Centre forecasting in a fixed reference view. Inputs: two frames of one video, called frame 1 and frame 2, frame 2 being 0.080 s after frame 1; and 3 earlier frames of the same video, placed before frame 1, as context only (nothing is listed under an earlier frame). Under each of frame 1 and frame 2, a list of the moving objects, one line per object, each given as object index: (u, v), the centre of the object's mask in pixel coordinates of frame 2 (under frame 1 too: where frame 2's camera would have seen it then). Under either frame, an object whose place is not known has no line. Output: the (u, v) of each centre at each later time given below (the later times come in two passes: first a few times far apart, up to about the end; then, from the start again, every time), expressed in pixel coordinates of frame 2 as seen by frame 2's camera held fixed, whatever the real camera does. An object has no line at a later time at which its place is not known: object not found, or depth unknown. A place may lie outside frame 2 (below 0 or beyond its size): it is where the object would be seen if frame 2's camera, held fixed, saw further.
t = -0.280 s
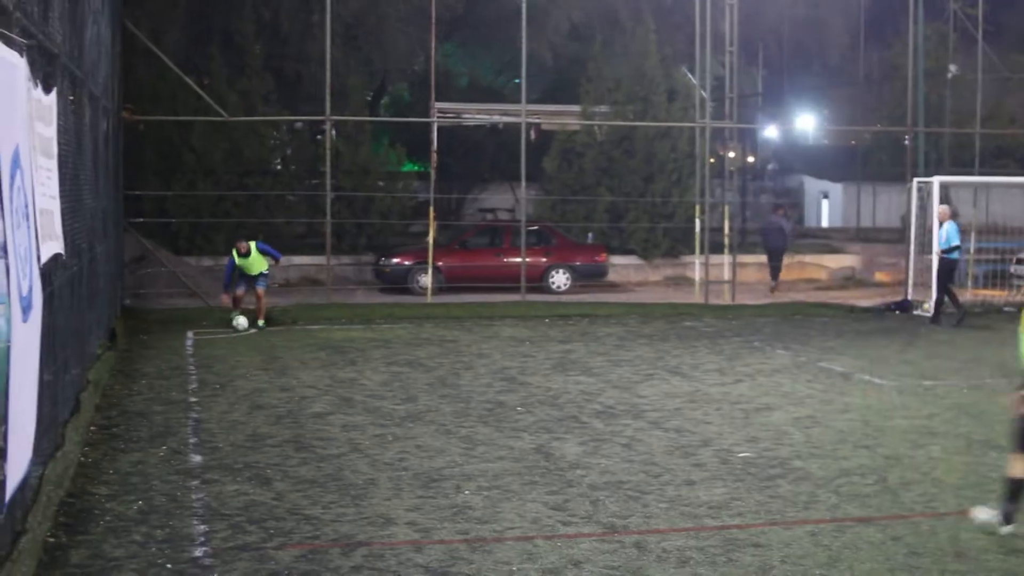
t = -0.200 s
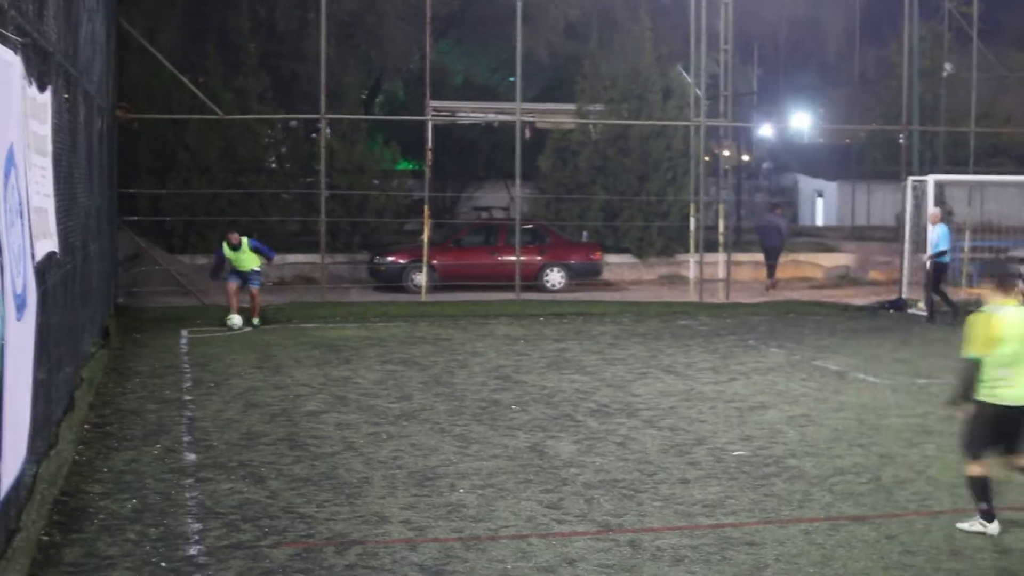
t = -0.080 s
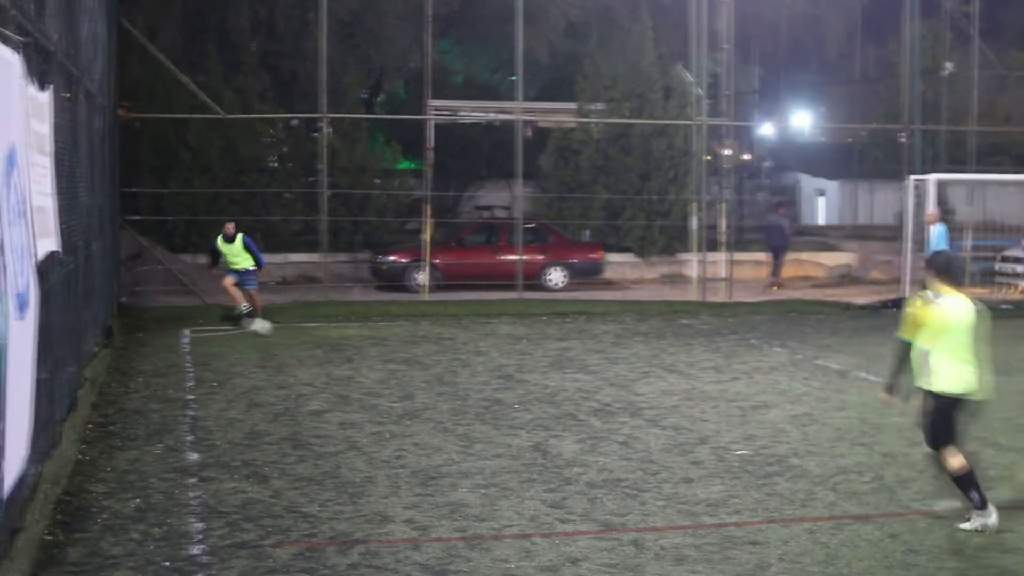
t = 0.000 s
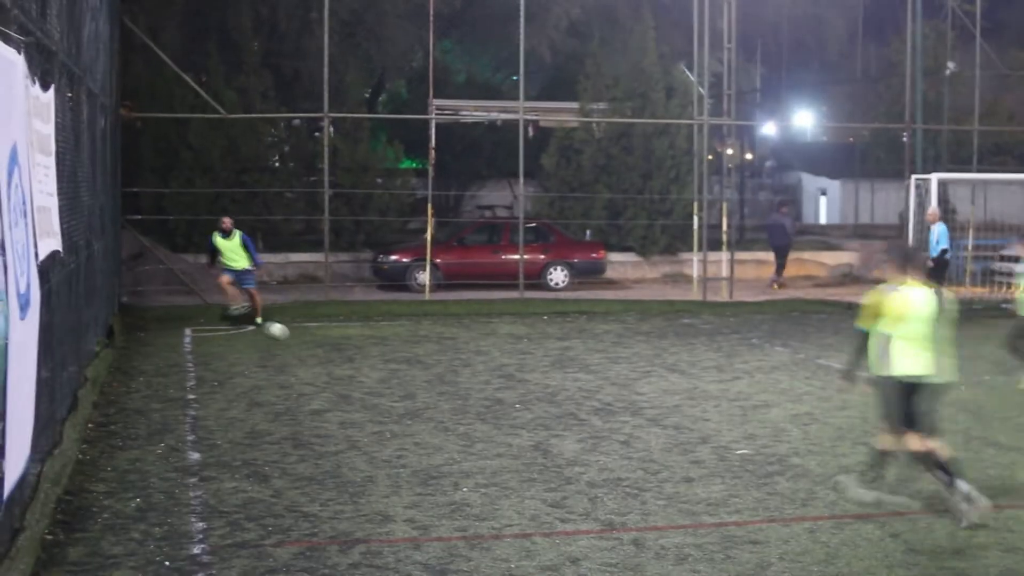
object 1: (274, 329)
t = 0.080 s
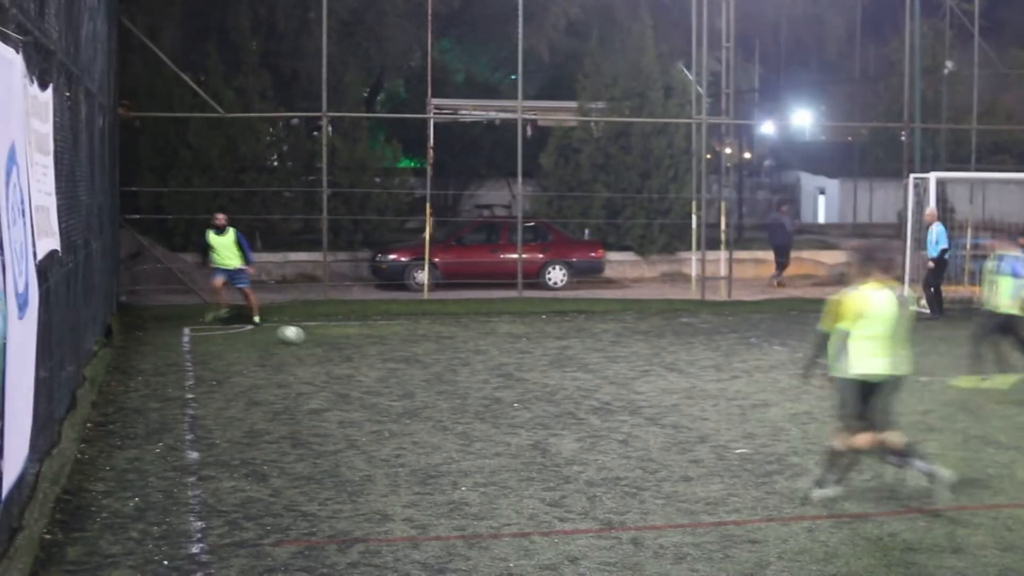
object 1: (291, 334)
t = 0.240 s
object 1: (321, 337)
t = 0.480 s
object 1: (363, 355)
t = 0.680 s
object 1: (398, 367)
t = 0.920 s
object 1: (443, 378)
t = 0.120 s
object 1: (299, 336)
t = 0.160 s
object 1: (307, 338)
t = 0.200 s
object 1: (315, 339)
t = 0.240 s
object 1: (321, 337)
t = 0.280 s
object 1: (328, 338)
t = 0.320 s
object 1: (335, 340)
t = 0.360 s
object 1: (342, 344)
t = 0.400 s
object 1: (348, 348)
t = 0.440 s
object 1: (356, 353)
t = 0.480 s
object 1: (363, 355)
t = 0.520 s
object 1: (370, 354)
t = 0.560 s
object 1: (377, 355)
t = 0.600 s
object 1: (384, 358)
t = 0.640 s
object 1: (391, 363)
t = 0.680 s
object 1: (398, 367)
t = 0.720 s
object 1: (405, 368)
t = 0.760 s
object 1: (413, 369)
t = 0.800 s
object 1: (422, 372)
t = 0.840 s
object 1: (429, 377)
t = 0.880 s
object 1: (436, 377)
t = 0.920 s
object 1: (443, 378)
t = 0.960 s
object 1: (451, 381)
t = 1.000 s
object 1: (459, 384)
